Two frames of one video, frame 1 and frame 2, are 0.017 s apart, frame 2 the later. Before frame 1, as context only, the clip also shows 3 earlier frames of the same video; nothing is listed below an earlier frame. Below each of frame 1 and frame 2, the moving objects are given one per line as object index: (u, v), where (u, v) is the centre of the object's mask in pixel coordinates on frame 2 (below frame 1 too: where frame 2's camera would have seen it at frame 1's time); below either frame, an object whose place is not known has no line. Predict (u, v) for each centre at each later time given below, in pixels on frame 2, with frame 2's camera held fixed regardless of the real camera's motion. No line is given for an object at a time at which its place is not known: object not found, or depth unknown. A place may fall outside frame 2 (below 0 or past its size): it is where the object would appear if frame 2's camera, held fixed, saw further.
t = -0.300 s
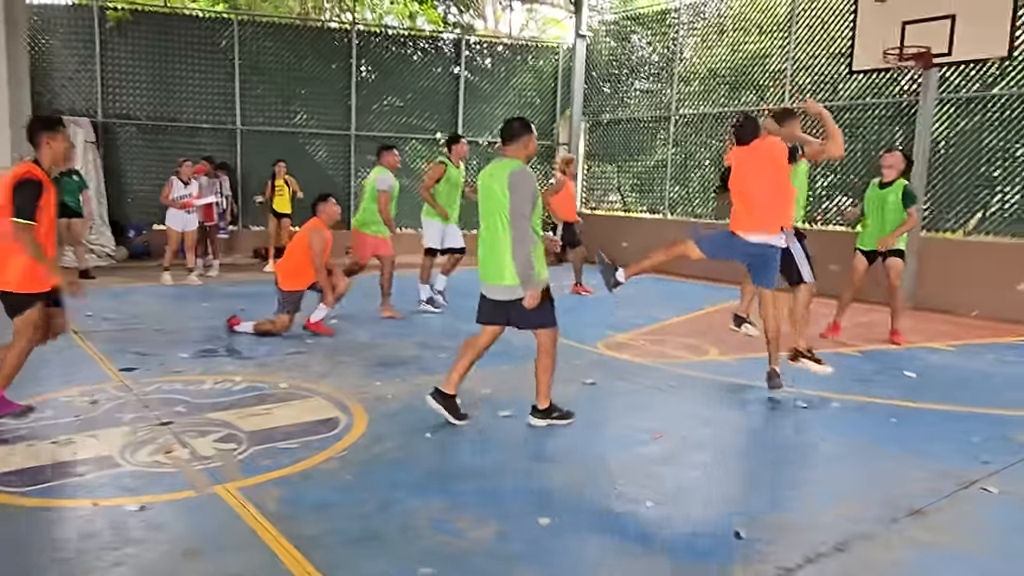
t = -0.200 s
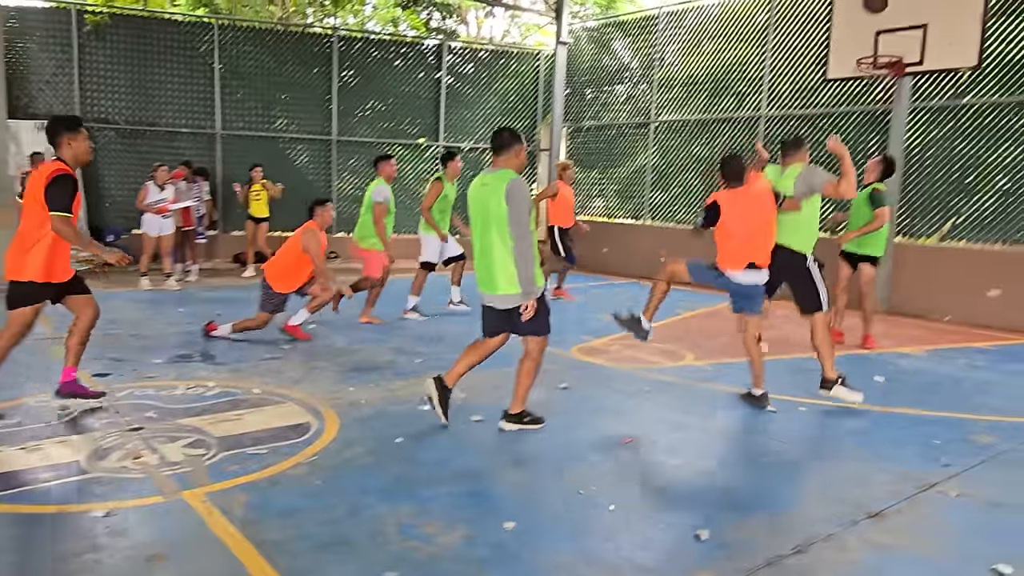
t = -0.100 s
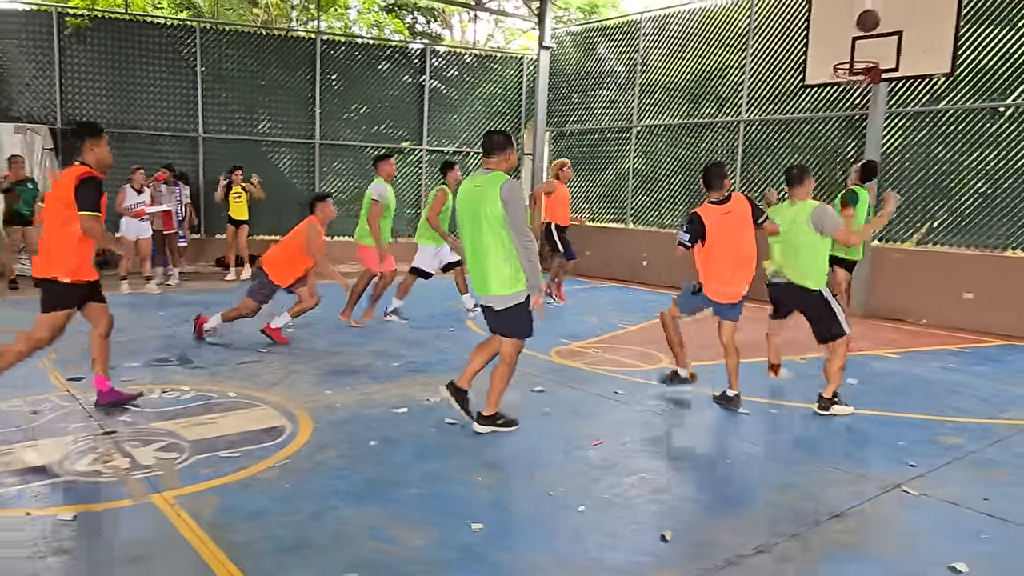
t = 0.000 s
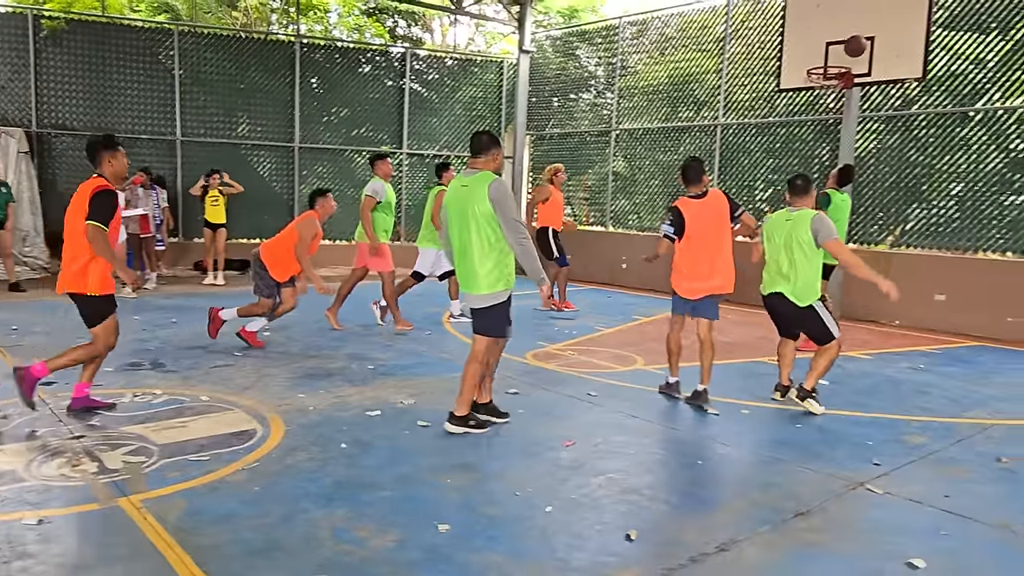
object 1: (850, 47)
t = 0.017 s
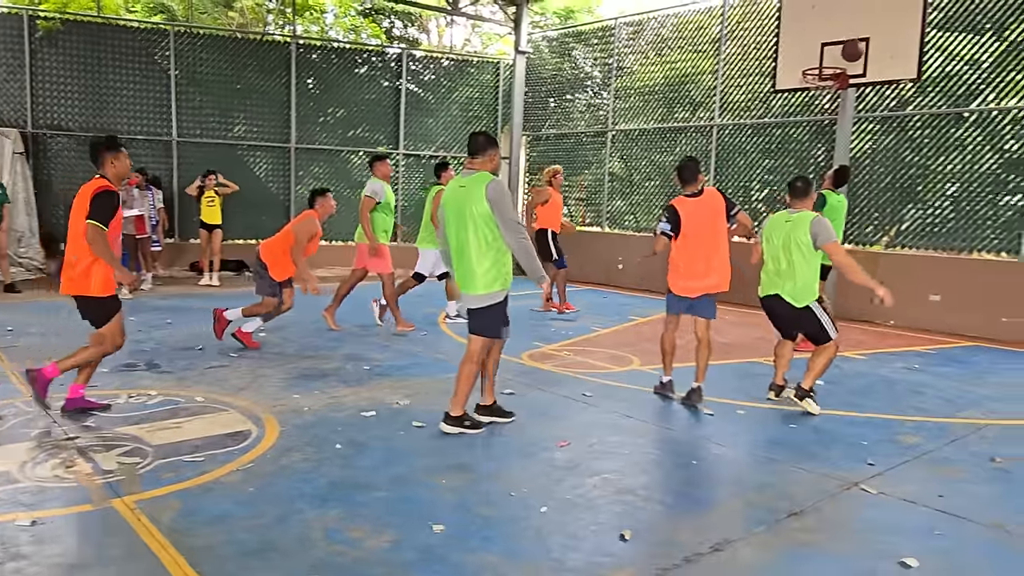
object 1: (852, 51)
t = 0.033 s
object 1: (853, 56)
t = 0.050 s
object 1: (856, 59)
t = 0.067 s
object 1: (857, 65)
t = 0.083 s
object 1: (859, 68)
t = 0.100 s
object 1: (855, 70)
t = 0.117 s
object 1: (859, 68)
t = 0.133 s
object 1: (865, 67)
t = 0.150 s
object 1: (872, 65)
